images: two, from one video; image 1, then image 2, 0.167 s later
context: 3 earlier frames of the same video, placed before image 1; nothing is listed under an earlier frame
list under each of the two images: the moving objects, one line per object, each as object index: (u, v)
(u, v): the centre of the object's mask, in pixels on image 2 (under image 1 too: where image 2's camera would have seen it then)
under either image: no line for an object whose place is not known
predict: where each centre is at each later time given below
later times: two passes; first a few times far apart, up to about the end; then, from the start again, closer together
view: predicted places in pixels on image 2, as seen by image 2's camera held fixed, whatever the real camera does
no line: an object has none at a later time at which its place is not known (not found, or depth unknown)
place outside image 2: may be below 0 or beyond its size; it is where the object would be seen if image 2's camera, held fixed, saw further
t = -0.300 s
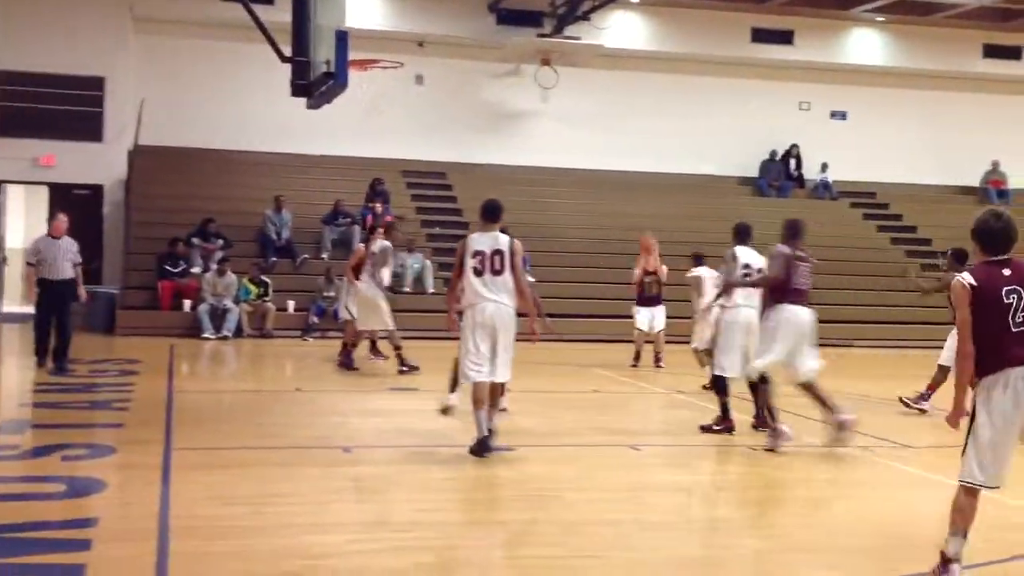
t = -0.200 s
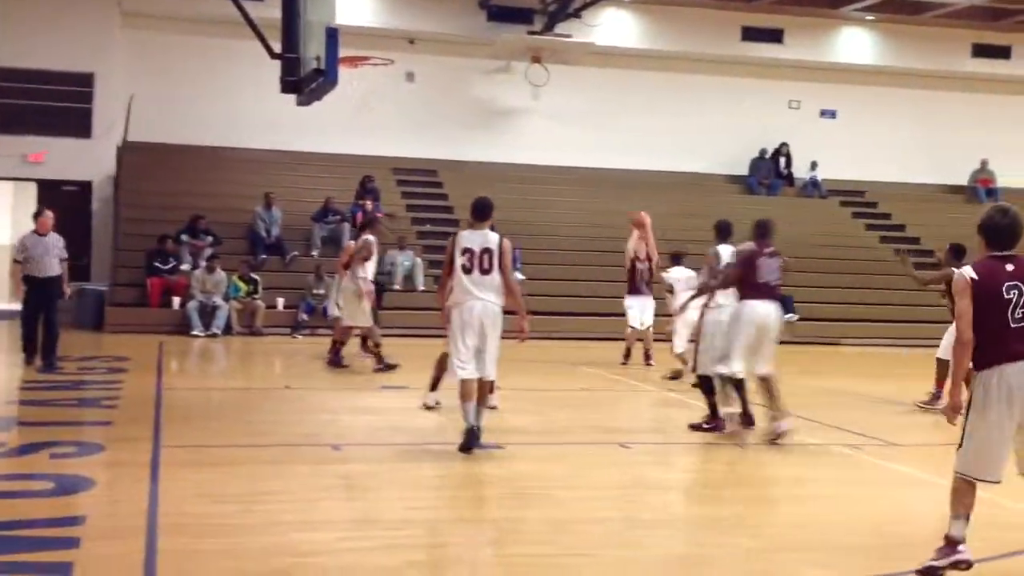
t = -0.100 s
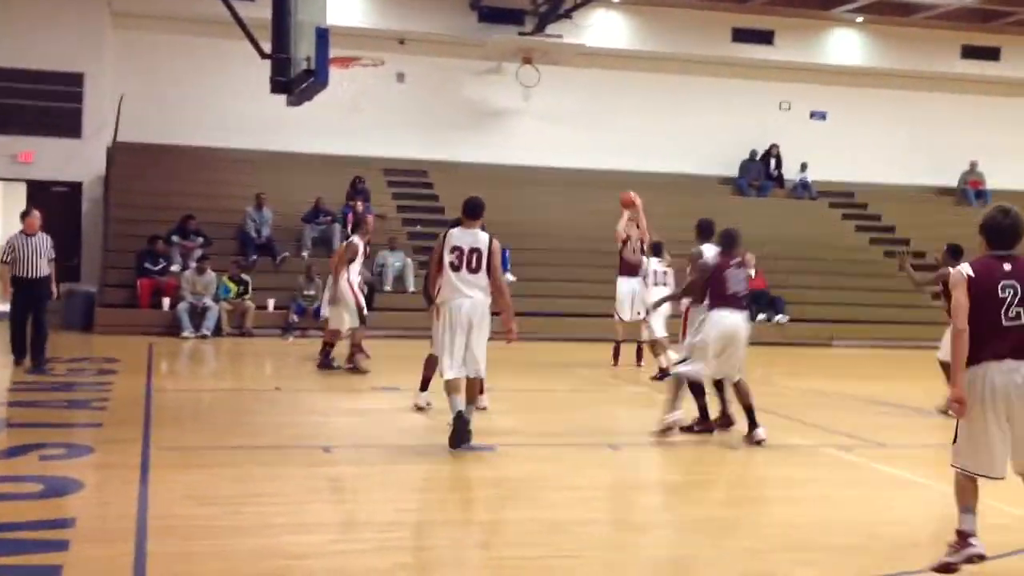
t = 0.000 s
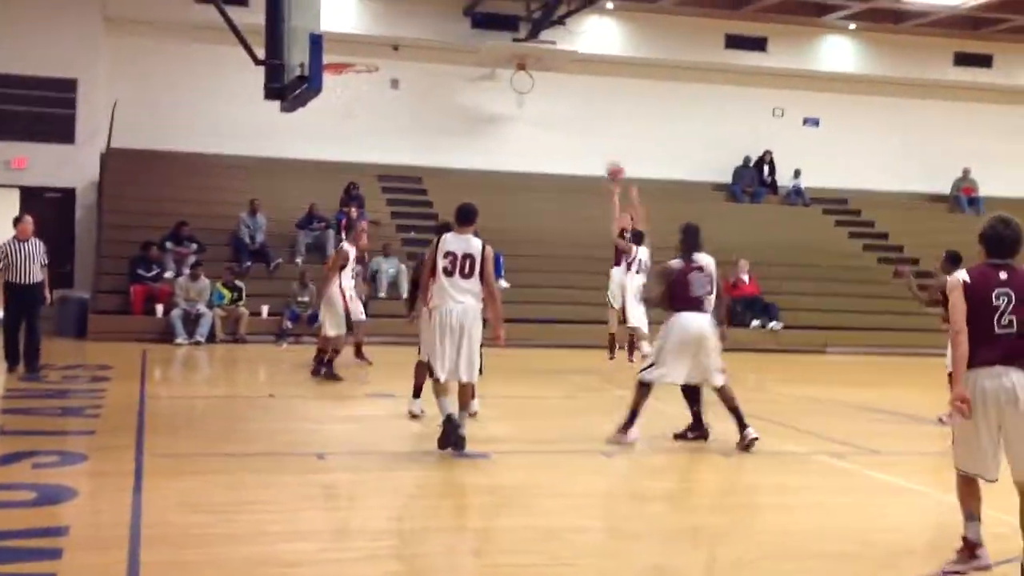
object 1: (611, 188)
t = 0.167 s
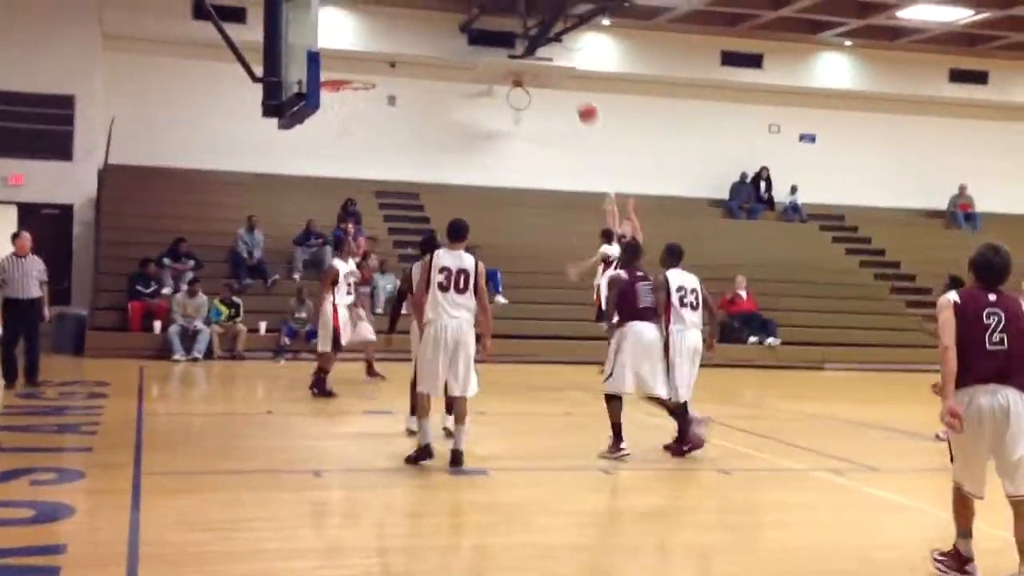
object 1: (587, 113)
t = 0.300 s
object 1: (565, 63)
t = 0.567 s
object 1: (514, -3)
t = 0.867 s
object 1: (442, -6)
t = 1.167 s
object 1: (351, 95)
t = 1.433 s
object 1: (311, 175)
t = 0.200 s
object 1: (582, 101)
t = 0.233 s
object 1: (577, 86)
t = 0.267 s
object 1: (571, 75)
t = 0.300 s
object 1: (565, 63)
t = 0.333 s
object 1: (559, 52)
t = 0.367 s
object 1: (555, 41)
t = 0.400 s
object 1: (548, 32)
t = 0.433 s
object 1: (541, 24)
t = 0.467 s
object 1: (535, 17)
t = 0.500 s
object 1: (528, 9)
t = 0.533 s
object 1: (521, 3)
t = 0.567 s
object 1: (514, -3)
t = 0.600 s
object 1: (506, -7)
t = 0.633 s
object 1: (499, -10)
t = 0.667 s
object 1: (492, -13)
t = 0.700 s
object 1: (484, -15)
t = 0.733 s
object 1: (476, -15)
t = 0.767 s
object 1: (468, -14)
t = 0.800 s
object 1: (459, -12)
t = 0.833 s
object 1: (450, -10)
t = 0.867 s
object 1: (442, -6)
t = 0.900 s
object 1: (434, -1)
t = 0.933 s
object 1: (424, 5)
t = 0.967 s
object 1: (414, 14)
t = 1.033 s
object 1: (393, 35)
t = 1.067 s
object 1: (384, 50)
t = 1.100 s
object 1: (371, 63)
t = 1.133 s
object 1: (363, 74)
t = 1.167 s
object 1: (351, 95)
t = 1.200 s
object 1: (342, 106)
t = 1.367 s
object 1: (321, 149)
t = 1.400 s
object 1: (317, 161)
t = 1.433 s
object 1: (311, 175)
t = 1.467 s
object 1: (306, 192)
